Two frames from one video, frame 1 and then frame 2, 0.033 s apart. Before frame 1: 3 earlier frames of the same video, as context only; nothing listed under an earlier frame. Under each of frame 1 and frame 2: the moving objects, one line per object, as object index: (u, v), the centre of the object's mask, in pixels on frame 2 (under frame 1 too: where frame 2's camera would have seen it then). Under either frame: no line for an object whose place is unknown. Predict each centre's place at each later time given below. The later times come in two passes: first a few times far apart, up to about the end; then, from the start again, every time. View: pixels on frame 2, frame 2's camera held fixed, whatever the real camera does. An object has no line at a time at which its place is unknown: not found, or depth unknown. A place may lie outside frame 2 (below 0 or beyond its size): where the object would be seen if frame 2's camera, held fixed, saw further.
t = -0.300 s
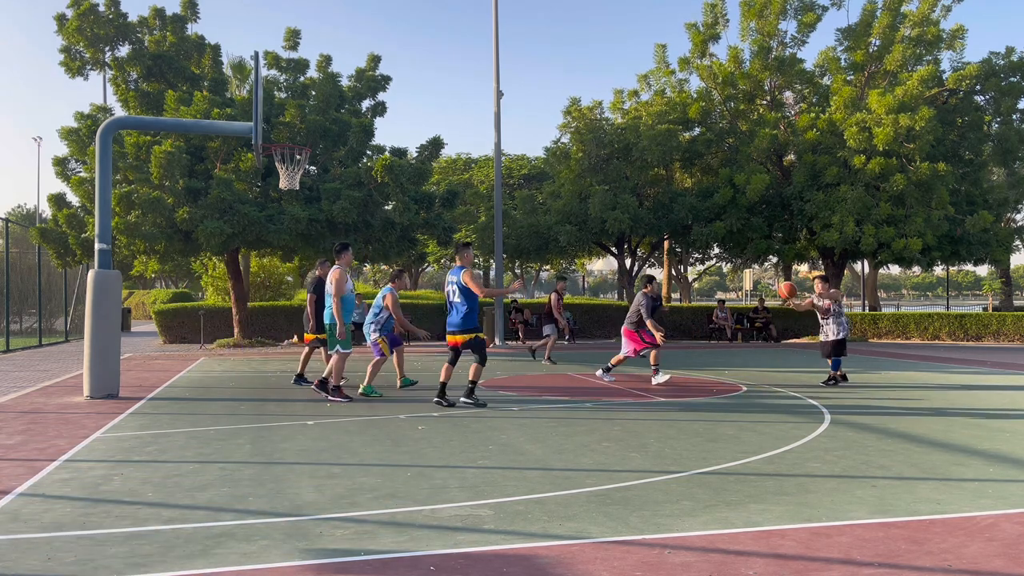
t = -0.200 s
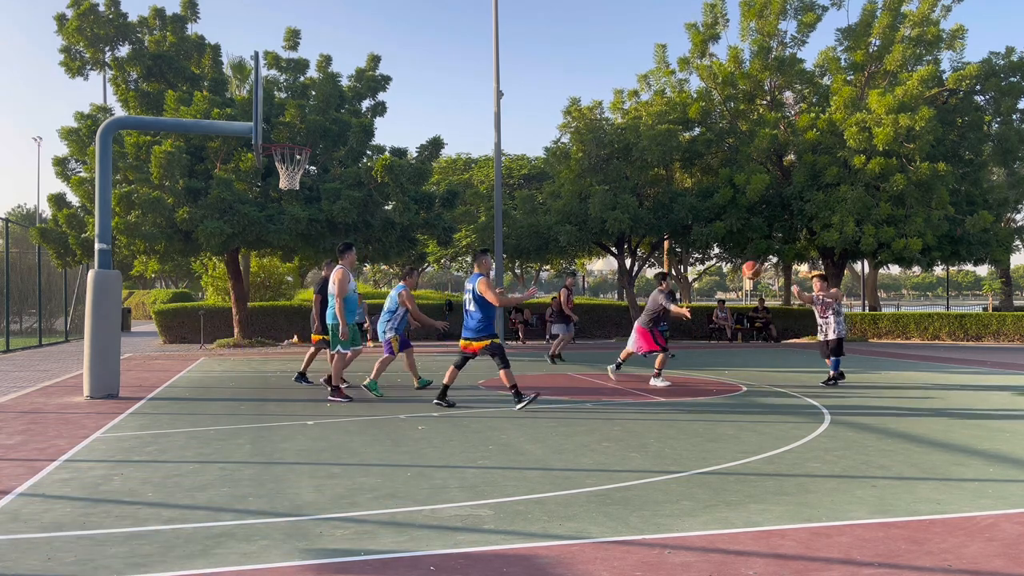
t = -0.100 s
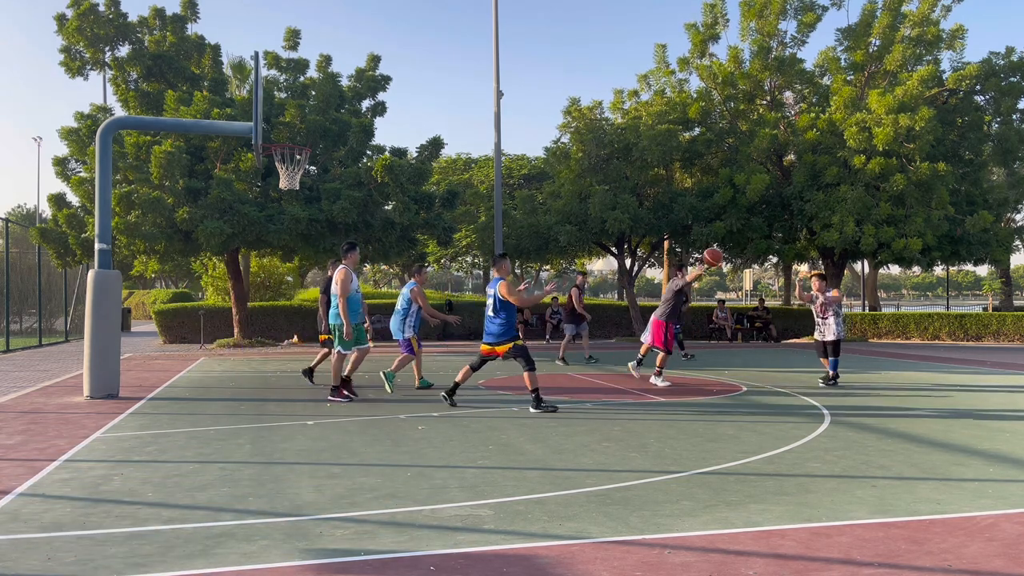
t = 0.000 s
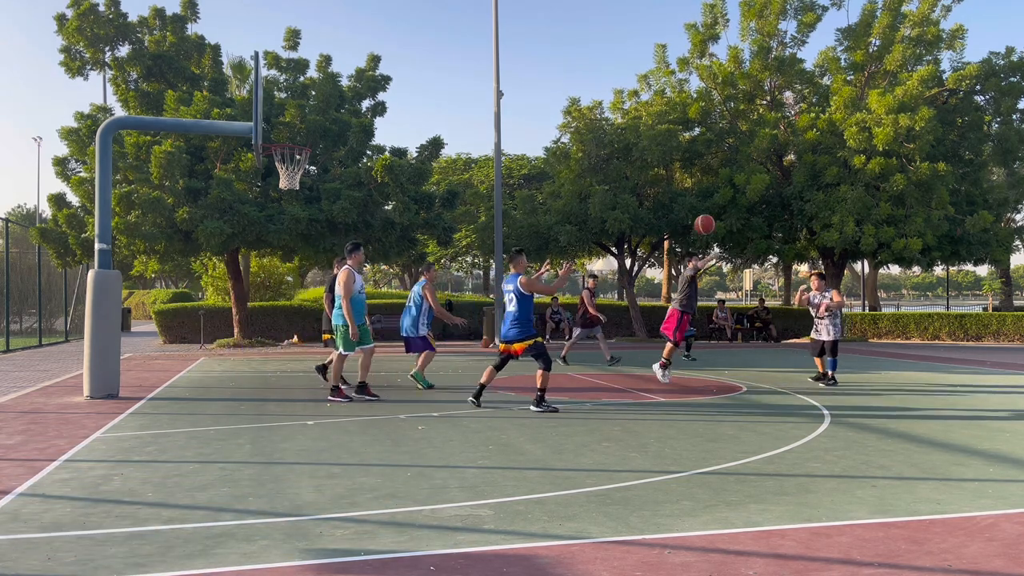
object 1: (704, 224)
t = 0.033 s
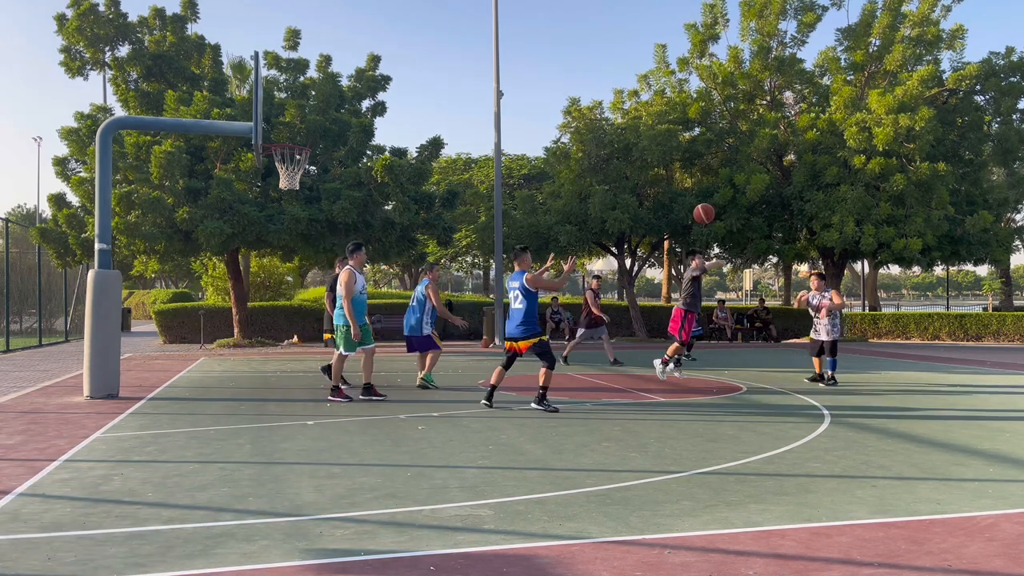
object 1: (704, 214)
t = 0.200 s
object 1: (701, 169)
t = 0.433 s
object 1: (695, 140)
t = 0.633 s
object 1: (688, 158)
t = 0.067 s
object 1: (703, 203)
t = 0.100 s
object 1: (703, 193)
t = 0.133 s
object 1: (702, 184)
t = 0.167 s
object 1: (701, 176)
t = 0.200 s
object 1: (701, 169)
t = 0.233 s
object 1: (700, 162)
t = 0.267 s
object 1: (699, 156)
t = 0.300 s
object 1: (698, 151)
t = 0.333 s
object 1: (697, 147)
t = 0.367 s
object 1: (696, 144)
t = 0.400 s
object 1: (695, 142)
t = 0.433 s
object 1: (695, 140)
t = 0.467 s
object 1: (694, 140)
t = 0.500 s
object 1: (693, 142)
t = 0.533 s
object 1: (691, 144)
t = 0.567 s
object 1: (690, 147)
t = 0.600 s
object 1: (689, 152)
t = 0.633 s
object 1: (688, 158)
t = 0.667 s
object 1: (686, 166)
